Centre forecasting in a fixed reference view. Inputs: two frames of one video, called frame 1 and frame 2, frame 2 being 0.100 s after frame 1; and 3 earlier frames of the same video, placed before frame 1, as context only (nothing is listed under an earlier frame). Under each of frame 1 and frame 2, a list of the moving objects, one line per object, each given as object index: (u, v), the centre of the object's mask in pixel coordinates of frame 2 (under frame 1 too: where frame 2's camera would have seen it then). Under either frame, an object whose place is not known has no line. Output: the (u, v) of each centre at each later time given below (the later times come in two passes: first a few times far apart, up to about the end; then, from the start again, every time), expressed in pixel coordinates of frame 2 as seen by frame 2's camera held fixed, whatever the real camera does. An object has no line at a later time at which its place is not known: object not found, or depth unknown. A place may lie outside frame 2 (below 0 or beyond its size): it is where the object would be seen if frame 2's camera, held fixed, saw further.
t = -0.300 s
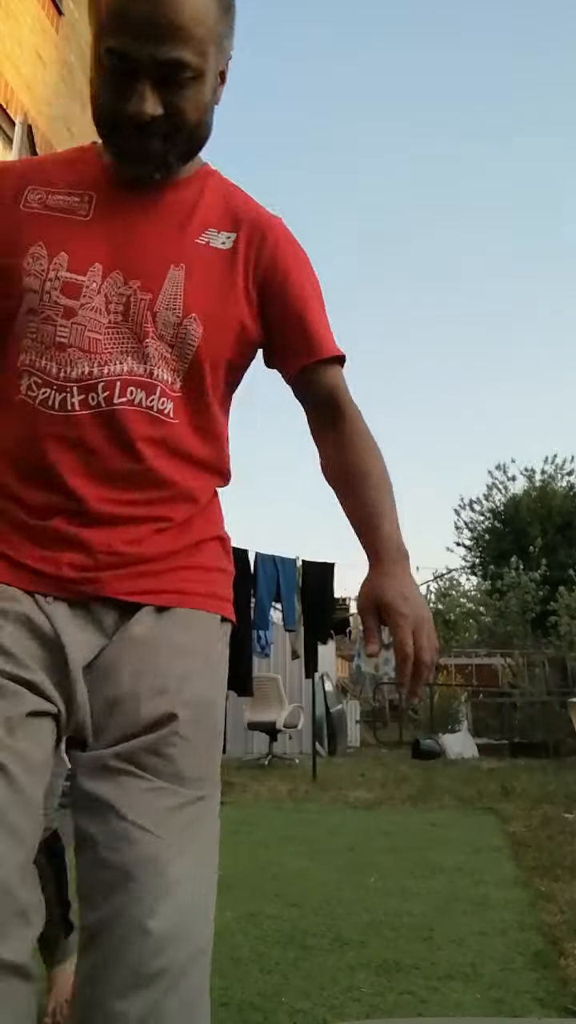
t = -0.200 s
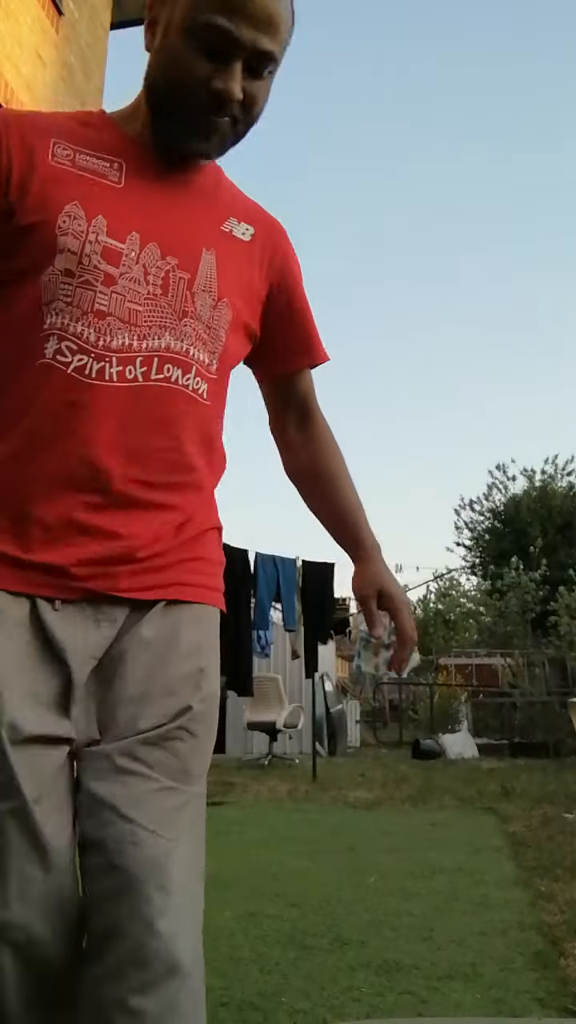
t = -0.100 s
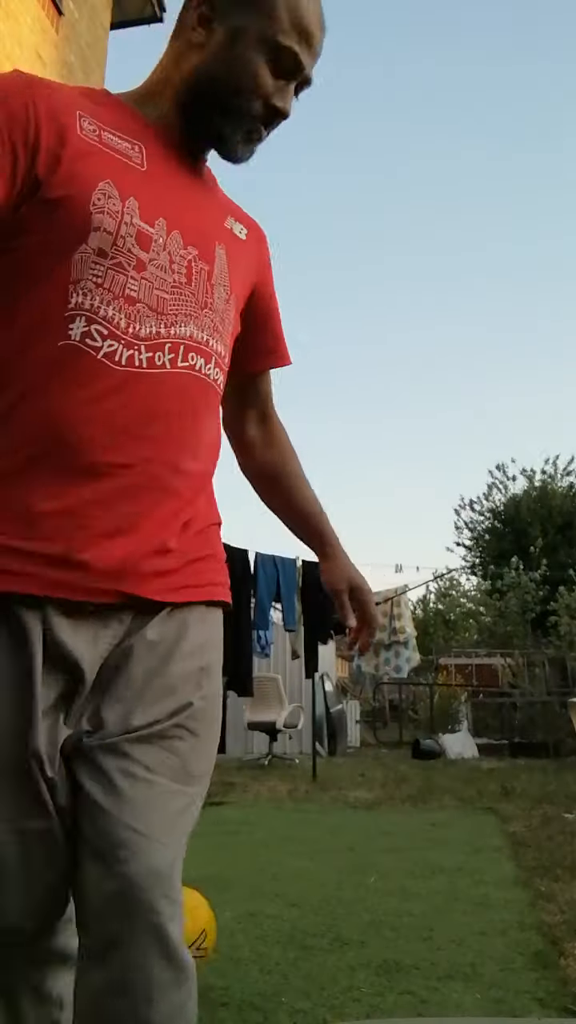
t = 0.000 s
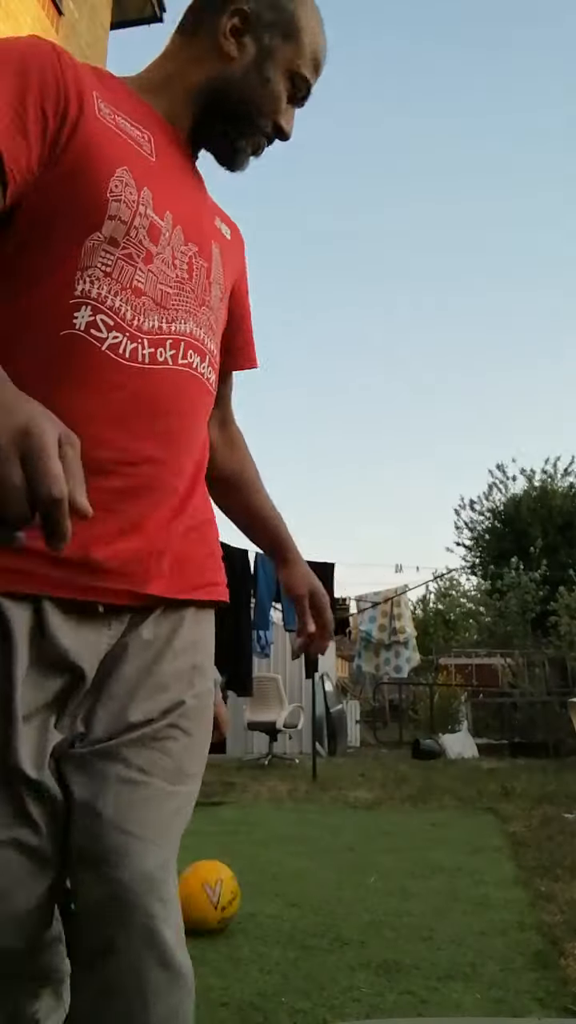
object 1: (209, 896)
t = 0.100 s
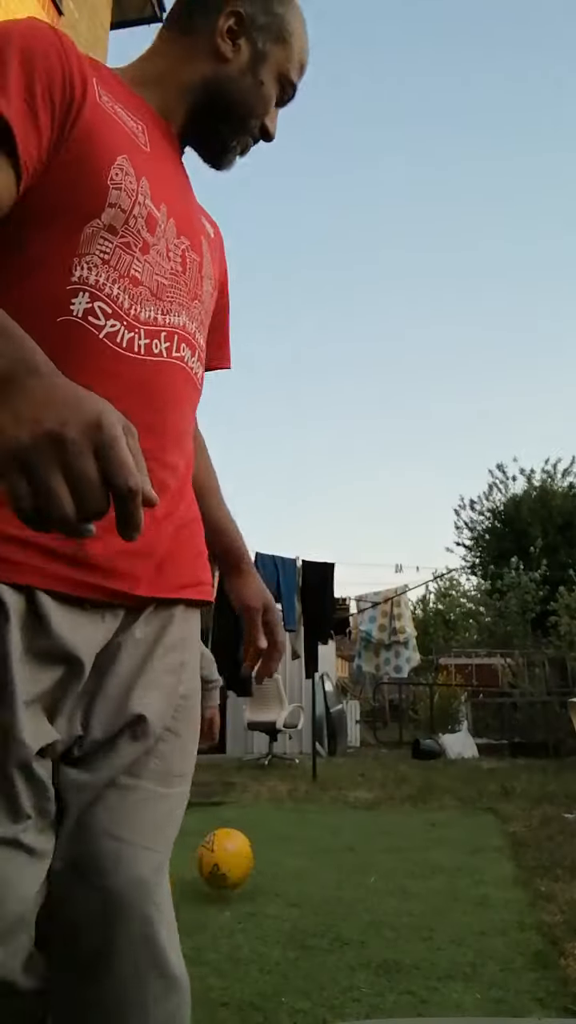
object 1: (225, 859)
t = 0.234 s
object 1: (241, 839)
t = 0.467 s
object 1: (259, 819)
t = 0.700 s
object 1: (271, 802)
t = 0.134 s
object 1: (230, 856)
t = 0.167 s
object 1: (234, 854)
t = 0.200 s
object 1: (238, 847)
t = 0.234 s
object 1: (241, 839)
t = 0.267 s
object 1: (245, 833)
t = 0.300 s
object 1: (247, 831)
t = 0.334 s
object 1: (251, 832)
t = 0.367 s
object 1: (253, 829)
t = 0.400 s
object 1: (256, 826)
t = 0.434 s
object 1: (257, 823)
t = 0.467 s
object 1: (259, 819)
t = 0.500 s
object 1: (262, 815)
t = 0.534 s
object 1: (263, 814)
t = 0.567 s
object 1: (265, 812)
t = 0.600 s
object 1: (266, 810)
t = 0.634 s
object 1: (267, 807)
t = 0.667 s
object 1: (269, 804)
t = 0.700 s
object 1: (271, 802)
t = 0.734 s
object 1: (273, 800)
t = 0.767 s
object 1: (275, 796)
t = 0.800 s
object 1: (276, 792)
